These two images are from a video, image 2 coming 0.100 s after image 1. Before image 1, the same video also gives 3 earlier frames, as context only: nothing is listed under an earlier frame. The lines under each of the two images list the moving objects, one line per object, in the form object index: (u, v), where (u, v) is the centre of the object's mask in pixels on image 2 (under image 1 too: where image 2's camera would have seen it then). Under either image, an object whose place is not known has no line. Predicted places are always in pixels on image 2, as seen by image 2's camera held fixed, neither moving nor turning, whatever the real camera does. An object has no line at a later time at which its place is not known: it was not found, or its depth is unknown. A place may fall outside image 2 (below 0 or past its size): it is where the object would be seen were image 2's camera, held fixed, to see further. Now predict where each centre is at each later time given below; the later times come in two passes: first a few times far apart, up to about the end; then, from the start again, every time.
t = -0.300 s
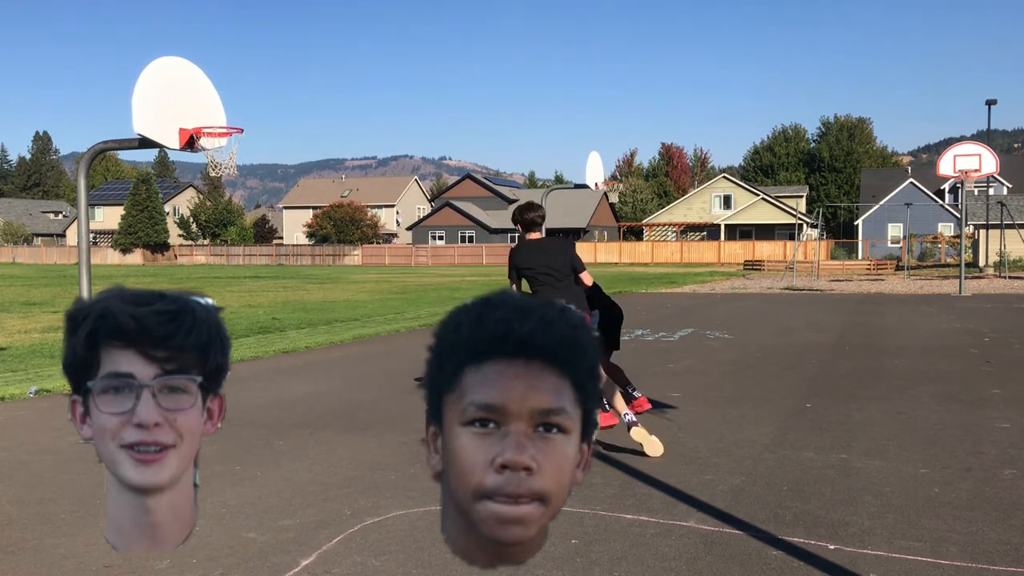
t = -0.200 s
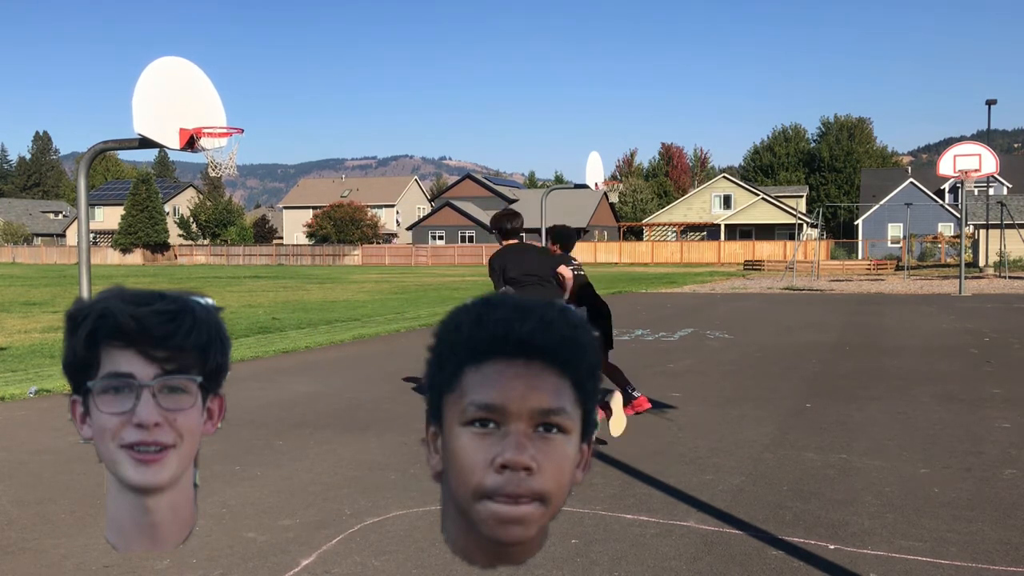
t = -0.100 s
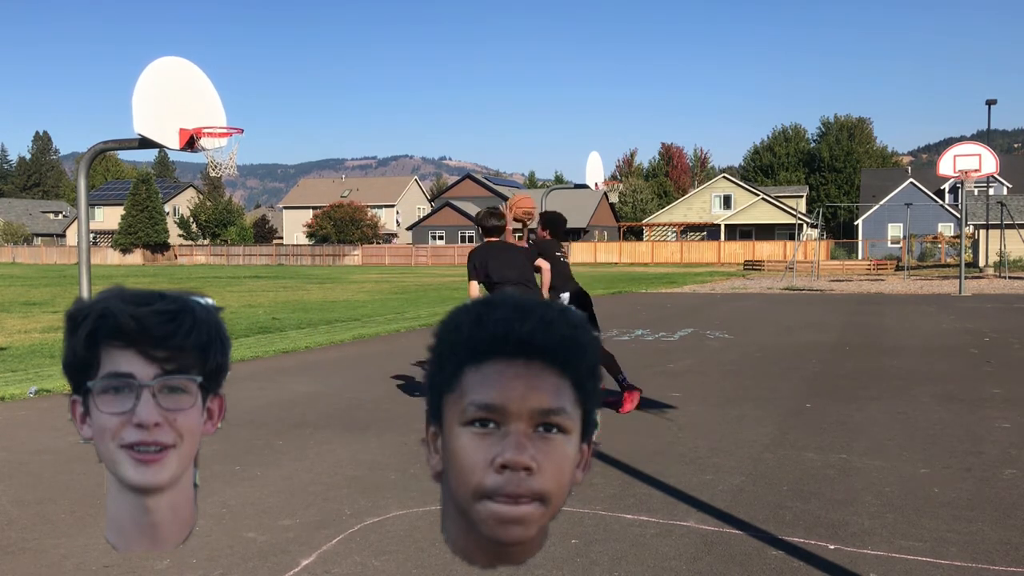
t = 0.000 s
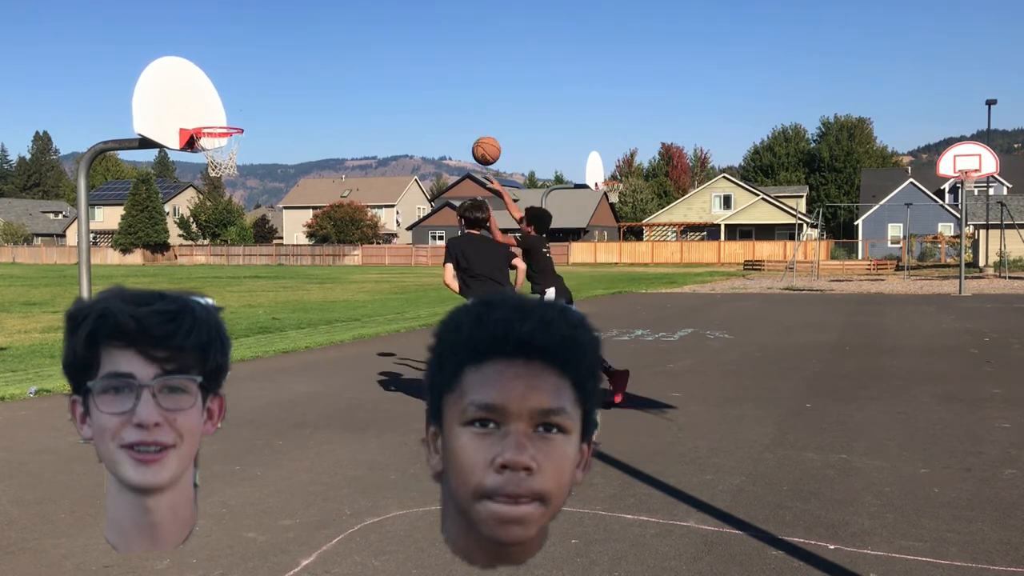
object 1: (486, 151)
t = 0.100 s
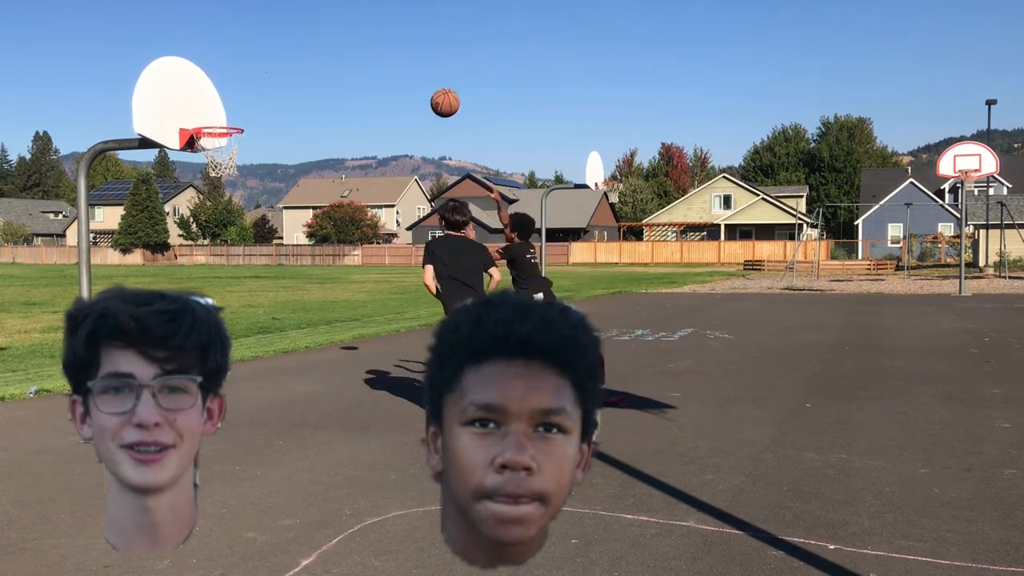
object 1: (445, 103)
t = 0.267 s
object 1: (379, 52)
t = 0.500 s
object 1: (295, 37)
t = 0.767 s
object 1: (209, 91)
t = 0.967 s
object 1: (199, 99)
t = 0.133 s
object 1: (431, 90)
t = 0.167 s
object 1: (418, 78)
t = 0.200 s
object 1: (405, 68)
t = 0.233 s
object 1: (392, 59)
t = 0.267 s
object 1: (379, 52)
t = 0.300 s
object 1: (366, 45)
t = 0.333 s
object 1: (354, 41)
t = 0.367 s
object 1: (342, 37)
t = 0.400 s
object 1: (330, 35)
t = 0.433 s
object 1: (318, 35)
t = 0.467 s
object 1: (307, 35)
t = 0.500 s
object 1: (295, 37)
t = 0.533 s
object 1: (283, 40)
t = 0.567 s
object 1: (272, 44)
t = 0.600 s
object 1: (261, 49)
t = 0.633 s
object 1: (251, 55)
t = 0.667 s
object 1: (240, 63)
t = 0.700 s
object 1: (229, 71)
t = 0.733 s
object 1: (219, 81)
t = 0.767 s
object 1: (209, 91)
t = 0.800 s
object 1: (199, 103)
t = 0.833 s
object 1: (188, 117)
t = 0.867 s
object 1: (183, 116)
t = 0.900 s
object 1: (189, 108)
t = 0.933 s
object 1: (194, 103)
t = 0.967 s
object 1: (199, 99)
